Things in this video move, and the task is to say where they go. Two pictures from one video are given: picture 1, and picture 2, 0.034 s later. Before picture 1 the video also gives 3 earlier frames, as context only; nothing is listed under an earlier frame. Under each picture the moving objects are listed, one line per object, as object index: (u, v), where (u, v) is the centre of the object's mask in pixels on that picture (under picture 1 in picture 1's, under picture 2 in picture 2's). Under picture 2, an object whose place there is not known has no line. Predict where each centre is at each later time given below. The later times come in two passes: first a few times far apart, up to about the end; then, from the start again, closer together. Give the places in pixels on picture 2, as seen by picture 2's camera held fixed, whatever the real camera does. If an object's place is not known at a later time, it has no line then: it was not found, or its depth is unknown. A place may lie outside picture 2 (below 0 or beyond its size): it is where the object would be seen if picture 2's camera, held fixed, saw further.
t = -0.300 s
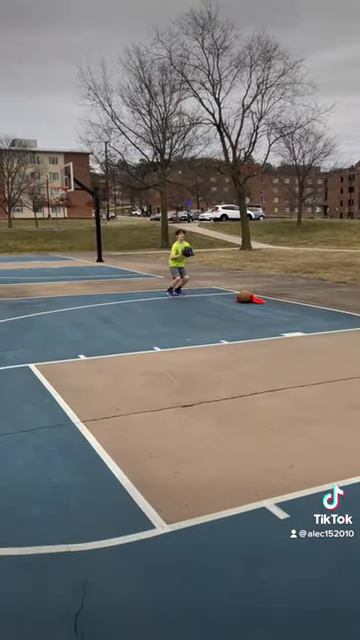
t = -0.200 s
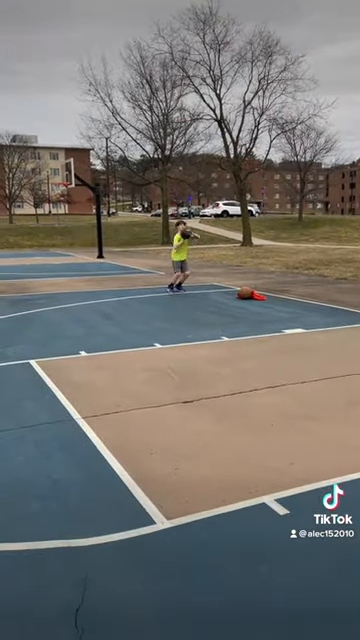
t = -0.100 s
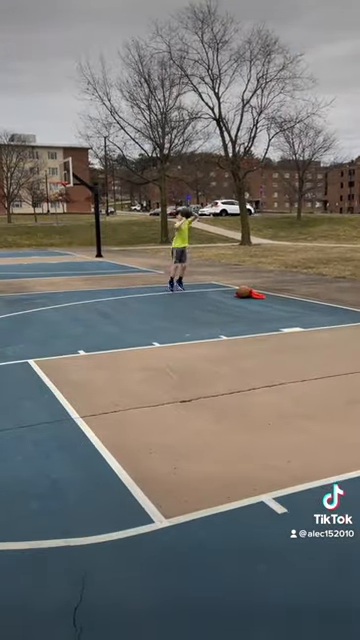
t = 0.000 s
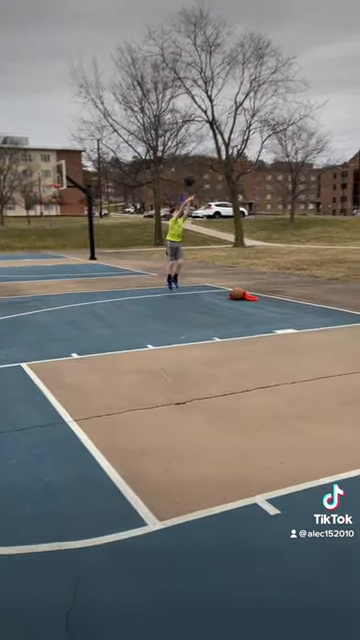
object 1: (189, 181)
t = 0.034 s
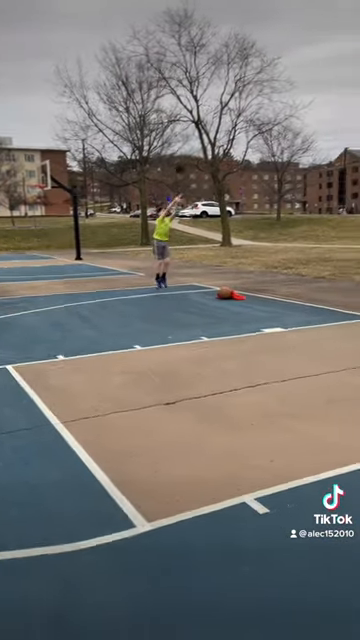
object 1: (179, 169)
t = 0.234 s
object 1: (204, 97)
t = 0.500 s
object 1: (245, 22)
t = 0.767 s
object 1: (300, -18)
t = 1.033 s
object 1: (374, -1)
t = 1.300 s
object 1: (448, 84)
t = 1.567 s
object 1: (433, 164)
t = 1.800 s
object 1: (421, 286)
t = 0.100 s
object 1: (187, 143)
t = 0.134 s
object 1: (191, 131)
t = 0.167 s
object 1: (195, 120)
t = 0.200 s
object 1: (200, 109)
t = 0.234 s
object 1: (204, 97)
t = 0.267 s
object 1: (208, 86)
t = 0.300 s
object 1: (213, 76)
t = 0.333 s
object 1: (218, 66)
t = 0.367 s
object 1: (223, 57)
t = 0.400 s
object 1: (228, 47)
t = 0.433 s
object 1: (233, 38)
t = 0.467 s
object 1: (239, 30)
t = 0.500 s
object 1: (245, 22)
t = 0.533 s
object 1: (250, 14)
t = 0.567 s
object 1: (256, 8)
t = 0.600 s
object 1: (262, 1)
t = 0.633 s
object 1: (270, -4)
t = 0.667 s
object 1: (277, -9)
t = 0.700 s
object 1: (284, -12)
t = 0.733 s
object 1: (292, -15)
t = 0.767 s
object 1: (300, -18)
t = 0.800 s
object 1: (309, -20)
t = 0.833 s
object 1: (317, -20)
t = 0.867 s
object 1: (326, -19)
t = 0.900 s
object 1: (335, -18)
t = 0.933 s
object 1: (344, -16)
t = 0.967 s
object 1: (353, -12)
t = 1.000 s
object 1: (363, -7)
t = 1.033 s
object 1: (374, -1)
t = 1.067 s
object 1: (384, 7)
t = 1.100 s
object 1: (395, 16)
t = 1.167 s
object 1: (418, 38)
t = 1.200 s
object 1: (429, 51)
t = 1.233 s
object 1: (439, 67)
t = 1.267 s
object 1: (448, 80)
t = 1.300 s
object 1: (448, 84)
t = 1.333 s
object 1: (447, 91)
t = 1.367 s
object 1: (445, 97)
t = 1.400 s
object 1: (444, 105)
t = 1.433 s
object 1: (442, 115)
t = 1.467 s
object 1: (440, 125)
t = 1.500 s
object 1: (438, 136)
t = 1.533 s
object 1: (436, 149)
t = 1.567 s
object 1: (433, 164)
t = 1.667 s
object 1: (429, 210)
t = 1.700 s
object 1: (427, 227)
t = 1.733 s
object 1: (424, 246)
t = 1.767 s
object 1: (422, 266)
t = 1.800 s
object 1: (421, 286)
